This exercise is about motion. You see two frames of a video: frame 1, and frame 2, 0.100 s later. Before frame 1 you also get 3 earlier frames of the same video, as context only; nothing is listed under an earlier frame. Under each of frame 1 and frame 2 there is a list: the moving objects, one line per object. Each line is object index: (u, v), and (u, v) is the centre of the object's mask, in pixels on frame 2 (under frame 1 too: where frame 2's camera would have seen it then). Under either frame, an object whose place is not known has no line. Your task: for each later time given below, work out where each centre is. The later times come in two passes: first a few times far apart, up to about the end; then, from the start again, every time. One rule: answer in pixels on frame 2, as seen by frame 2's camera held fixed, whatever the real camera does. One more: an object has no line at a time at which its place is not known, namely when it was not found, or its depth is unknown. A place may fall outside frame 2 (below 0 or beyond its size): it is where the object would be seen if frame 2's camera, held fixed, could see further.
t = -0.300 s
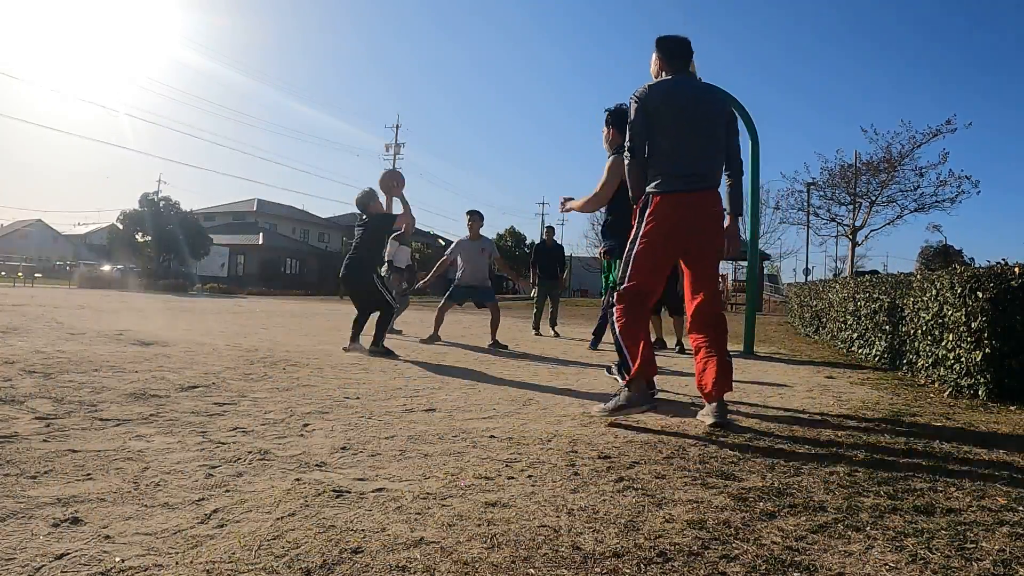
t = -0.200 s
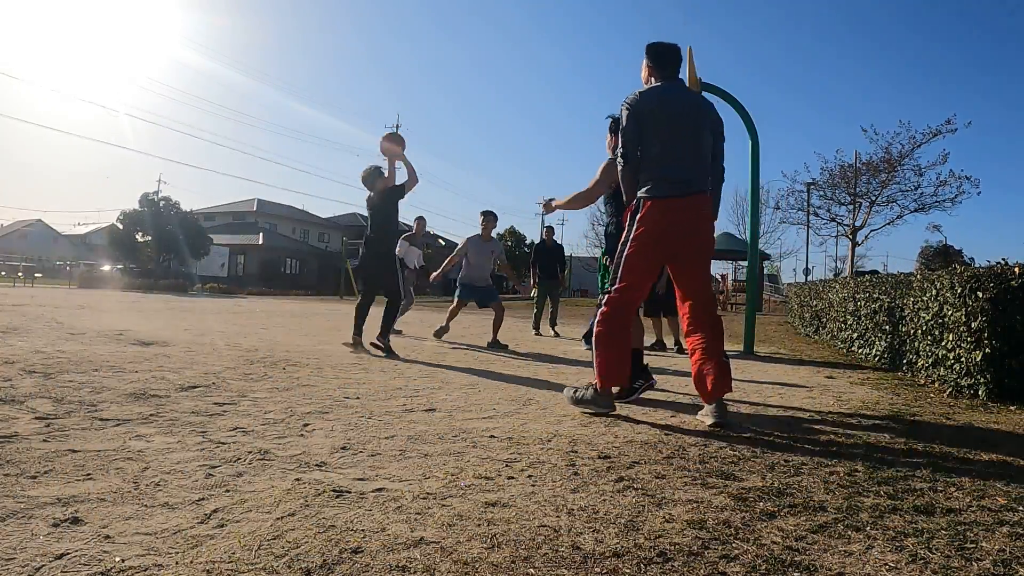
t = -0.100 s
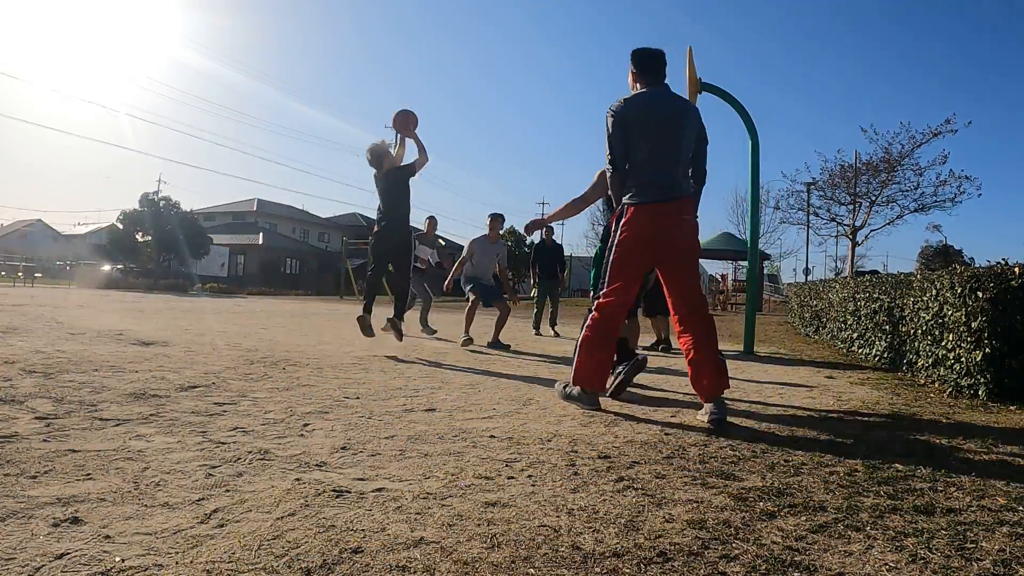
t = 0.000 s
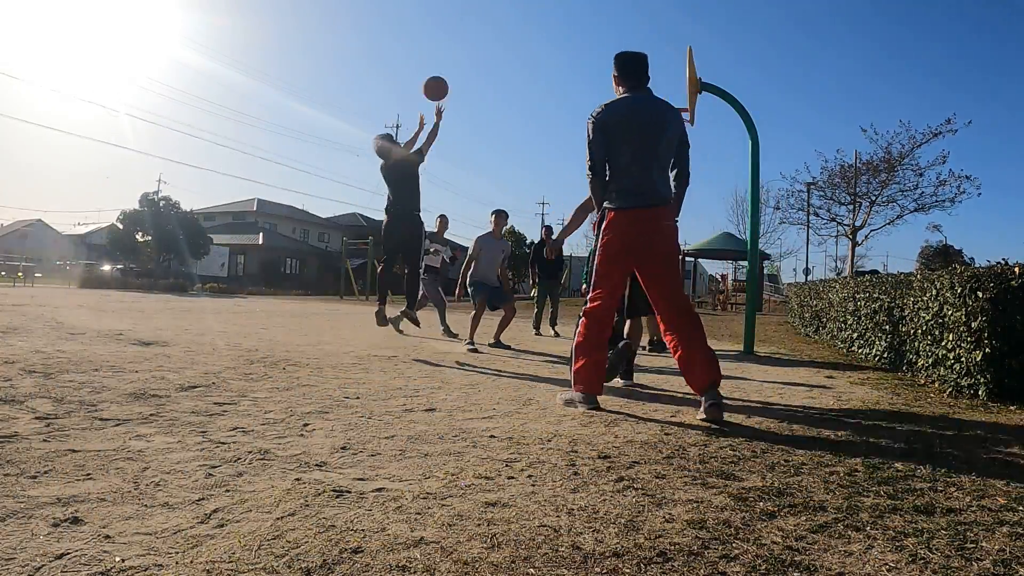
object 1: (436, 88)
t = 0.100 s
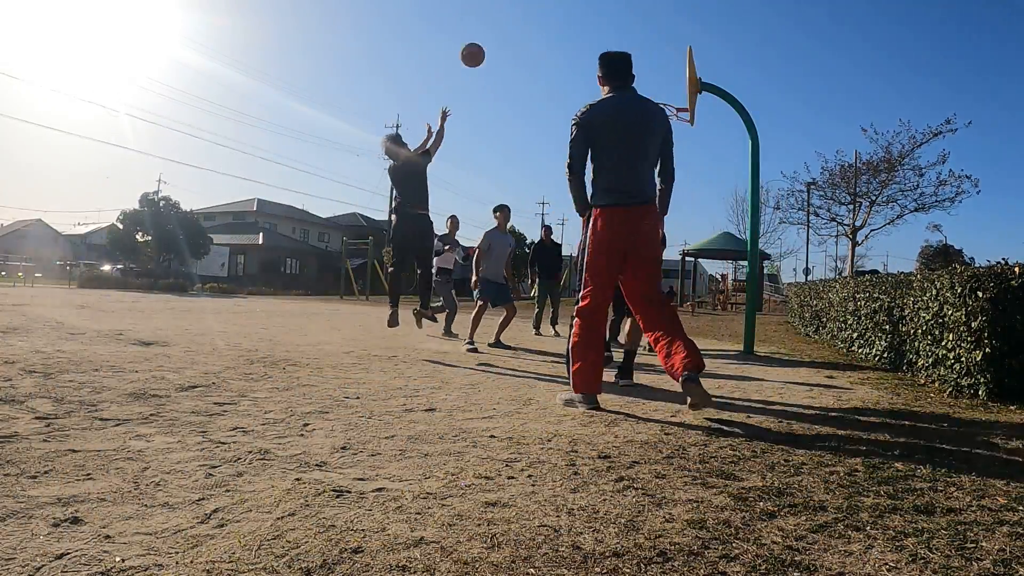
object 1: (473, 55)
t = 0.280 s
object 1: (527, 23)
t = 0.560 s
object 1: (592, 28)
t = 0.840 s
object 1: (641, 88)
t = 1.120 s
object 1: (659, 97)
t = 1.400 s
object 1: (648, 95)
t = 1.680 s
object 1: (661, 127)
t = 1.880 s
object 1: (665, 192)
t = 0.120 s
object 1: (479, 50)
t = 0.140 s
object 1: (486, 45)
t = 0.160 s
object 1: (492, 41)
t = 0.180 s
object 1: (499, 37)
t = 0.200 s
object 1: (504, 33)
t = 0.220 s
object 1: (510, 30)
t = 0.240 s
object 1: (516, 28)
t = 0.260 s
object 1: (522, 25)
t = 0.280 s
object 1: (527, 23)
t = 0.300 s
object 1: (532, 21)
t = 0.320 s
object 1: (537, 20)
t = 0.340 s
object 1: (542, 19)
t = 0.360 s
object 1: (548, 18)
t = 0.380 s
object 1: (553, 18)
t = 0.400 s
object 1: (557, 18)
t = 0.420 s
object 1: (562, 18)
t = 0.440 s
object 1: (566, 19)
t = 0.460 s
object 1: (571, 20)
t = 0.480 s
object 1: (575, 21)
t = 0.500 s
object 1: (579, 22)
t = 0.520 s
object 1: (584, 24)
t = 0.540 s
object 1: (588, 26)
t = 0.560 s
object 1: (592, 28)
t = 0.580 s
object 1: (596, 30)
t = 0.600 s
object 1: (599, 33)
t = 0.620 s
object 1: (603, 36)
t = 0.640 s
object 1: (607, 39)
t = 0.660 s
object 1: (611, 43)
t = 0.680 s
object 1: (614, 47)
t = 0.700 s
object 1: (618, 51)
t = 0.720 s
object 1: (621, 55)
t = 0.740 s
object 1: (624, 60)
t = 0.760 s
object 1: (628, 65)
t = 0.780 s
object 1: (631, 70)
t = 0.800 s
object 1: (634, 76)
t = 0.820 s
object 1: (638, 81)
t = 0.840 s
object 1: (641, 88)
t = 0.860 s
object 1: (644, 94)
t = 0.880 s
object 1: (647, 97)
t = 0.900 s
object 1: (650, 97)
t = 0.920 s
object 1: (653, 98)
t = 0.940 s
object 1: (656, 99)
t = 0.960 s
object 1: (659, 101)
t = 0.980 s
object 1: (662, 103)
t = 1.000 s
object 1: (665, 105)
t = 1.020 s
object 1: (667, 107)
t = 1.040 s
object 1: (666, 104)
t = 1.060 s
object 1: (664, 102)
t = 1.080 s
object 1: (662, 100)
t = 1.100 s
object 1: (660, 99)
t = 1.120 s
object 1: (659, 97)
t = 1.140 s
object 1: (657, 96)
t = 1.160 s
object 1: (655, 95)
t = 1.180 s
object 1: (653, 95)
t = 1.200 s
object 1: (651, 95)
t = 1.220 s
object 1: (650, 95)
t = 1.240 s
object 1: (648, 96)
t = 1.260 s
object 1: (646, 97)
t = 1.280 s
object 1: (644, 98)
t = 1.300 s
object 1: (643, 99)
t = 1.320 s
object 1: (644, 98)
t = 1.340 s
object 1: (645, 97)
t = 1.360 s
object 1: (646, 96)
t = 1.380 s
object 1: (647, 95)
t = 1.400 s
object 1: (648, 95)
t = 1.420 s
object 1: (649, 95)
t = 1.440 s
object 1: (650, 96)
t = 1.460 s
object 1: (651, 96)
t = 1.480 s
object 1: (652, 98)
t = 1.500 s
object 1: (653, 99)
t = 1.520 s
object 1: (654, 101)
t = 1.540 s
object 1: (655, 103)
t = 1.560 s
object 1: (656, 106)
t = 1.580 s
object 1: (657, 109)
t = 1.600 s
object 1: (658, 112)
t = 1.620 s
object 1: (659, 115)
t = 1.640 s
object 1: (660, 119)
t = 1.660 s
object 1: (660, 123)
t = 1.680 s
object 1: (661, 127)
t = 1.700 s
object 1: (662, 132)
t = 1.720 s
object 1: (663, 138)
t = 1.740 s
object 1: (663, 143)
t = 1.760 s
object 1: (664, 149)
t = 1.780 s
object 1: (665, 156)
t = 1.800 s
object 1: (666, 163)
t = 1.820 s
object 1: (666, 170)
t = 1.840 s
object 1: (667, 177)
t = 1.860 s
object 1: (667, 184)
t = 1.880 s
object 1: (665, 192)
